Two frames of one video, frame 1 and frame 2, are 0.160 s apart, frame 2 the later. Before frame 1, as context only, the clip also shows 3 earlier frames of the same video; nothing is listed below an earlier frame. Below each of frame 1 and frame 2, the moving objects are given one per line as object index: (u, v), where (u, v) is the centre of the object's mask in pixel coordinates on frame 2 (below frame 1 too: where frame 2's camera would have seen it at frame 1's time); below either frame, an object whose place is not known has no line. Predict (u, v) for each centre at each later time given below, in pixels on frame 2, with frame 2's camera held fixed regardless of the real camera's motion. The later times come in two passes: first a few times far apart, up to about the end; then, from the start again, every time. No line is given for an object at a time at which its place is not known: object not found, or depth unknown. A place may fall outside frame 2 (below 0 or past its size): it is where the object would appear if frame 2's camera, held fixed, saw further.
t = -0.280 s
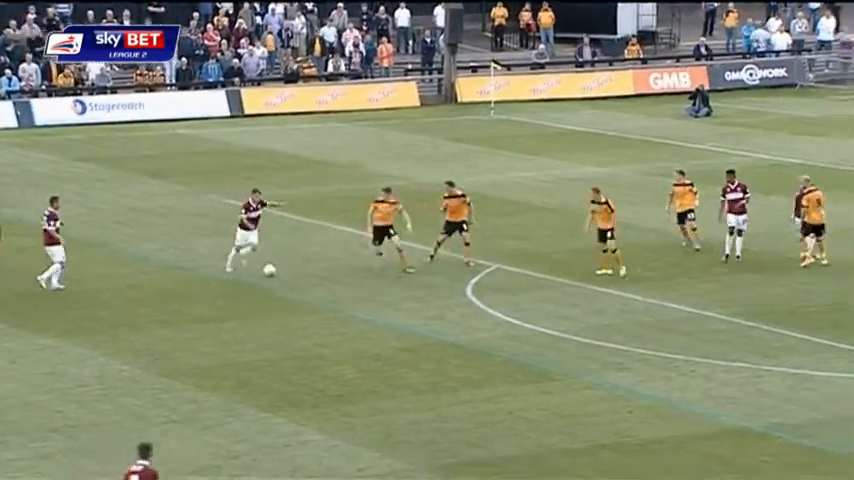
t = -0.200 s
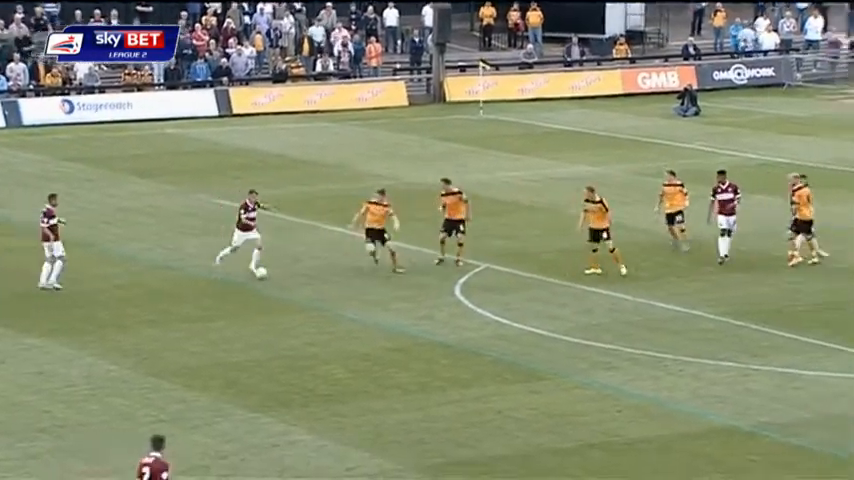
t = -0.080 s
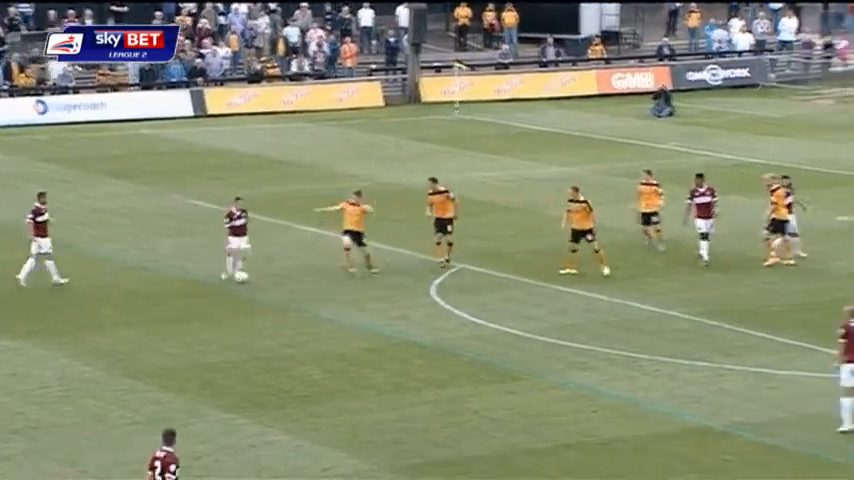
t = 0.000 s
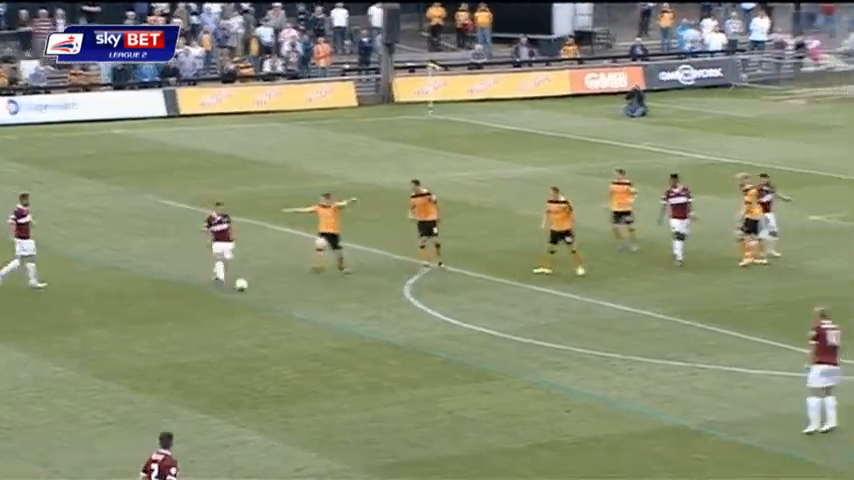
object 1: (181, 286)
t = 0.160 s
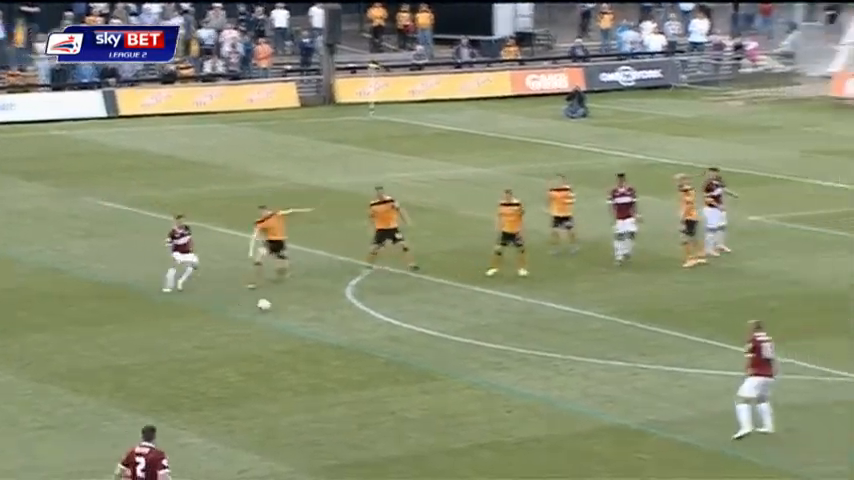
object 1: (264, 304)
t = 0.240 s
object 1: (302, 313)
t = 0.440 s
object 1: (398, 338)
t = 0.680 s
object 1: (501, 361)
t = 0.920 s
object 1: (596, 384)
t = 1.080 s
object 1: (658, 397)
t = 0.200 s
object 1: (283, 308)
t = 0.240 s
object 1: (302, 313)
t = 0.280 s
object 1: (323, 319)
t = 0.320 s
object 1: (342, 325)
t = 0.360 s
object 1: (361, 329)
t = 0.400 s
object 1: (380, 333)
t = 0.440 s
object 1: (398, 338)
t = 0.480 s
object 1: (417, 342)
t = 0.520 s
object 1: (434, 345)
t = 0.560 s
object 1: (452, 349)
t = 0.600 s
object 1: (469, 354)
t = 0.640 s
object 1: (486, 358)
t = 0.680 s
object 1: (501, 361)
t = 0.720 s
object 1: (517, 364)
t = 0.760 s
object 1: (533, 369)
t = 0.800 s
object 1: (549, 373)
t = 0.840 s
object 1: (564, 376)
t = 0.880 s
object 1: (580, 379)
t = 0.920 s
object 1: (596, 384)
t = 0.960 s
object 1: (611, 387)
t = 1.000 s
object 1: (627, 389)
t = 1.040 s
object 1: (642, 393)
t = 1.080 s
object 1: (658, 397)
